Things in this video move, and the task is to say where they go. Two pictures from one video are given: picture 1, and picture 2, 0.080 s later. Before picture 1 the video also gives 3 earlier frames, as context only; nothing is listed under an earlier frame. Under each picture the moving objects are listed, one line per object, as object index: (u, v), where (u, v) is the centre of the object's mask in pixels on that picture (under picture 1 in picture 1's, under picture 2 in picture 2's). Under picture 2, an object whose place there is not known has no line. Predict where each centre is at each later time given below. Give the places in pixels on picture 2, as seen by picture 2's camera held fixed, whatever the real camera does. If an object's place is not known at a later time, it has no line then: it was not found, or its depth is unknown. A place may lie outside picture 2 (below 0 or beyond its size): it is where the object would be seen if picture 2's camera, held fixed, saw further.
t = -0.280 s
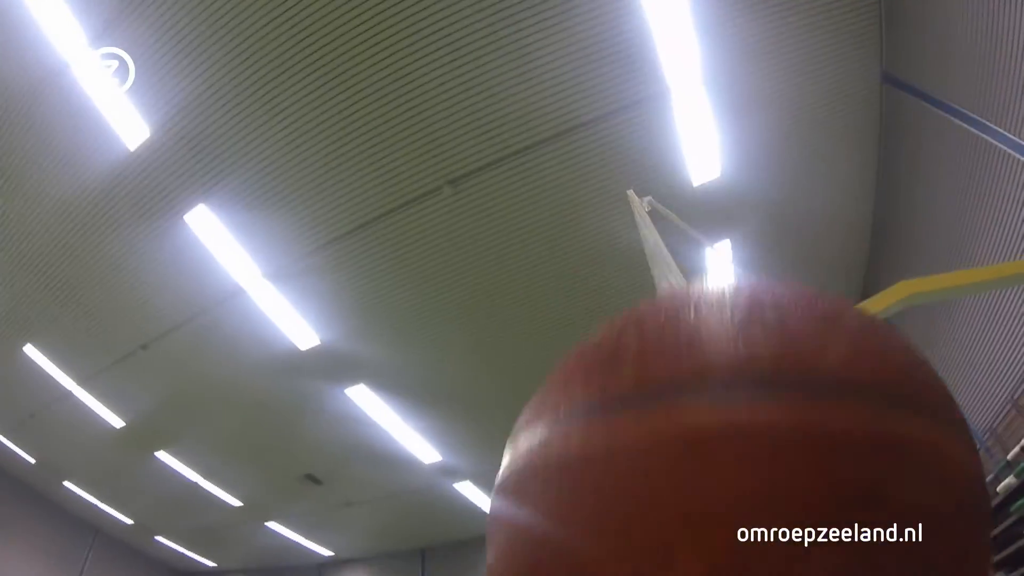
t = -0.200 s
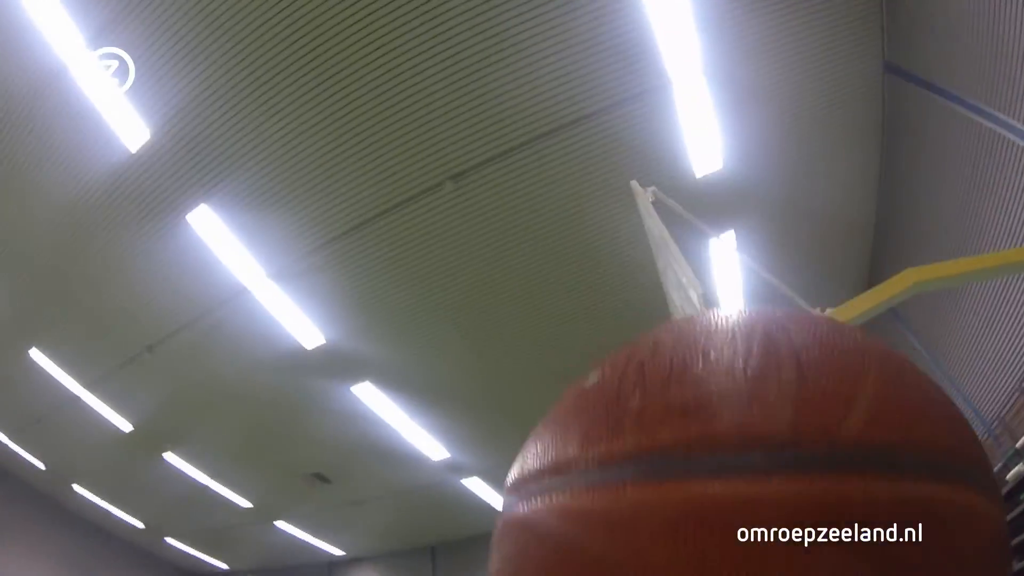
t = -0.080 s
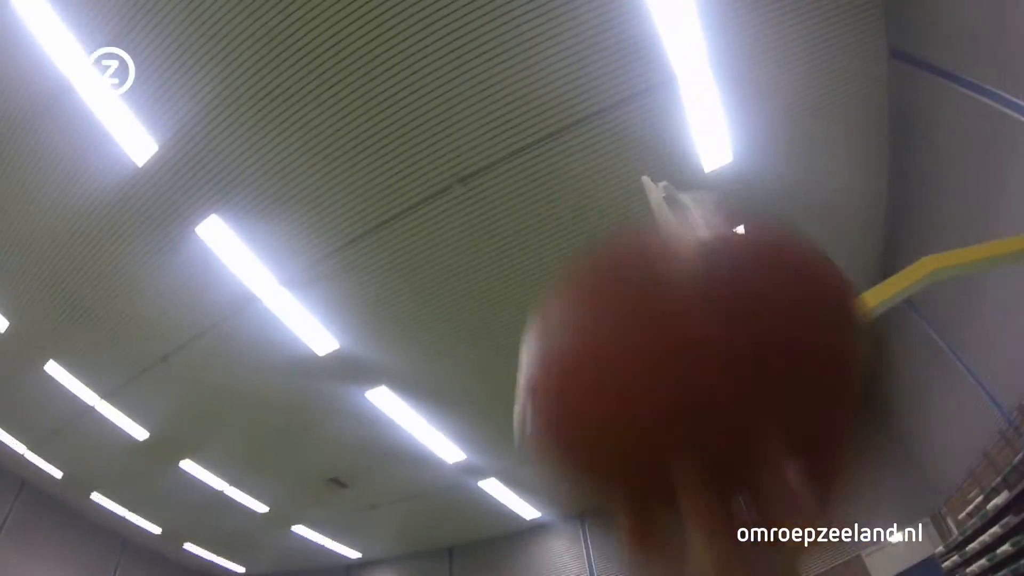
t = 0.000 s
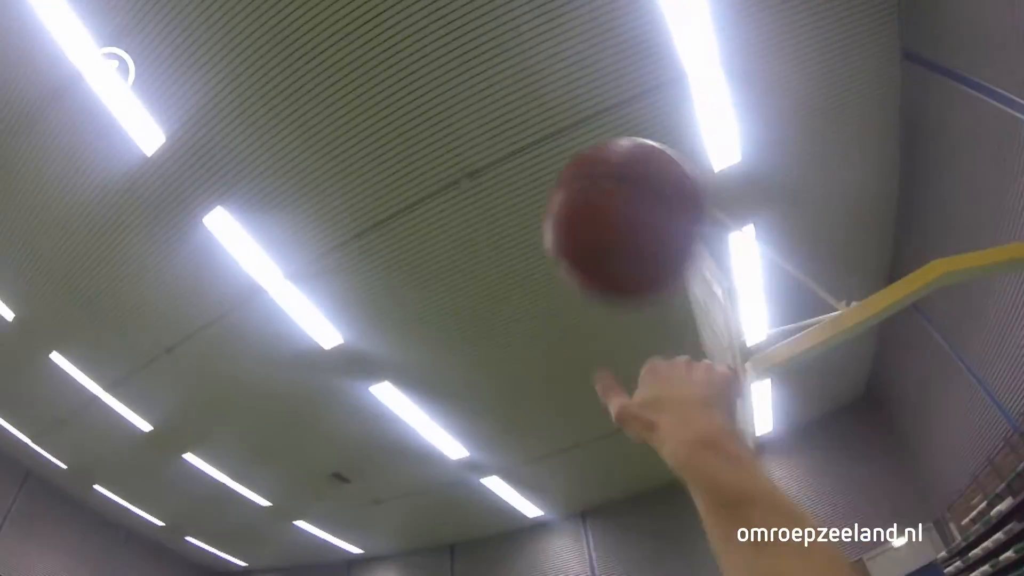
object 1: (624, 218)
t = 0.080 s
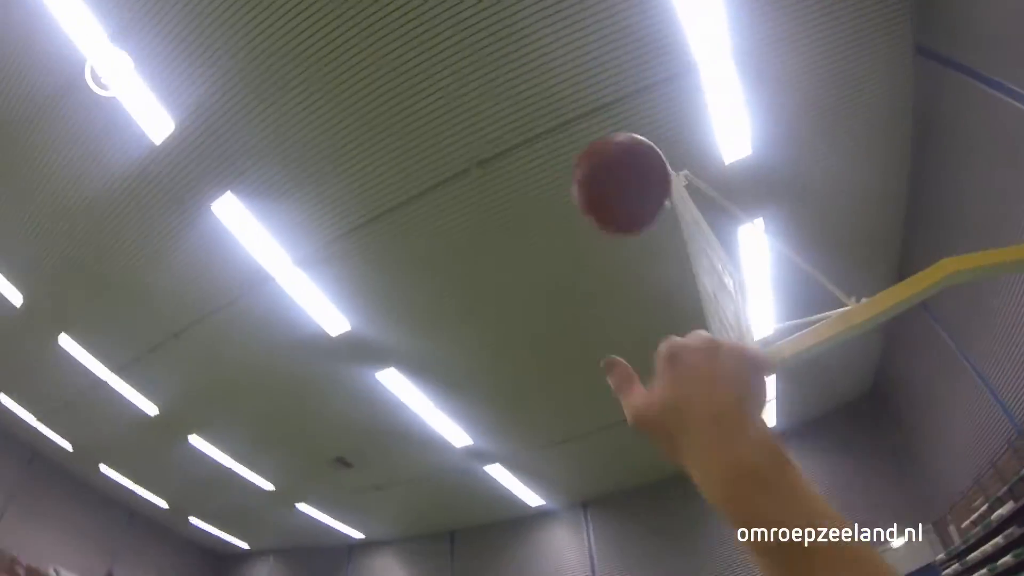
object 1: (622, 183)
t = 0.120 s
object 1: (619, 179)
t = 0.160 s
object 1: (619, 180)
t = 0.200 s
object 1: (618, 182)
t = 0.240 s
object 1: (617, 186)
